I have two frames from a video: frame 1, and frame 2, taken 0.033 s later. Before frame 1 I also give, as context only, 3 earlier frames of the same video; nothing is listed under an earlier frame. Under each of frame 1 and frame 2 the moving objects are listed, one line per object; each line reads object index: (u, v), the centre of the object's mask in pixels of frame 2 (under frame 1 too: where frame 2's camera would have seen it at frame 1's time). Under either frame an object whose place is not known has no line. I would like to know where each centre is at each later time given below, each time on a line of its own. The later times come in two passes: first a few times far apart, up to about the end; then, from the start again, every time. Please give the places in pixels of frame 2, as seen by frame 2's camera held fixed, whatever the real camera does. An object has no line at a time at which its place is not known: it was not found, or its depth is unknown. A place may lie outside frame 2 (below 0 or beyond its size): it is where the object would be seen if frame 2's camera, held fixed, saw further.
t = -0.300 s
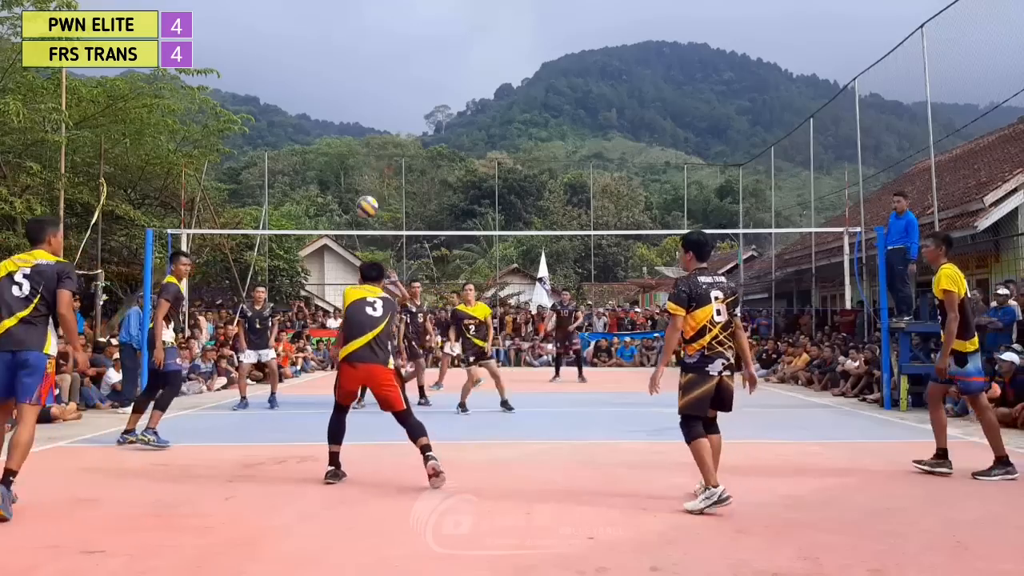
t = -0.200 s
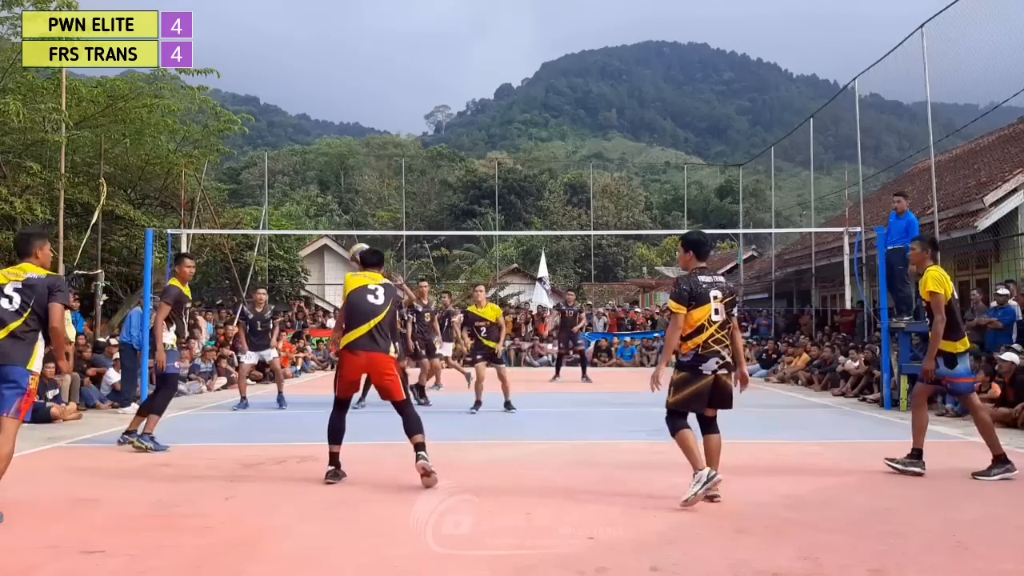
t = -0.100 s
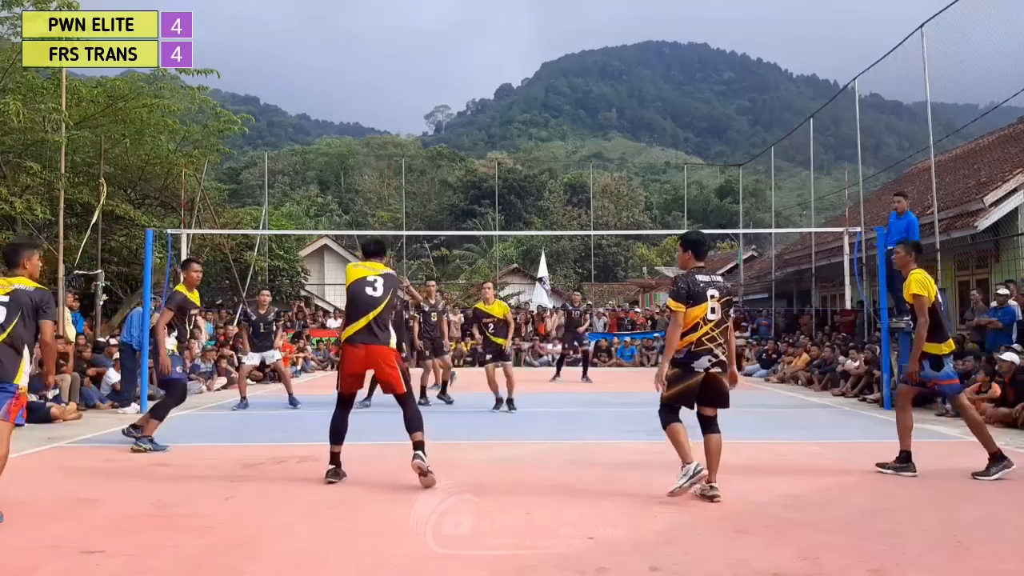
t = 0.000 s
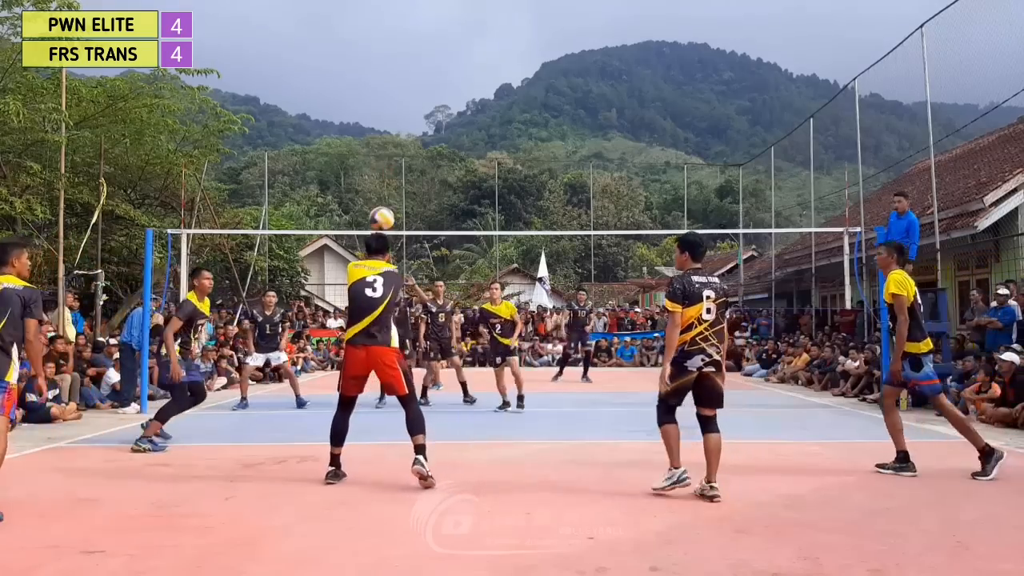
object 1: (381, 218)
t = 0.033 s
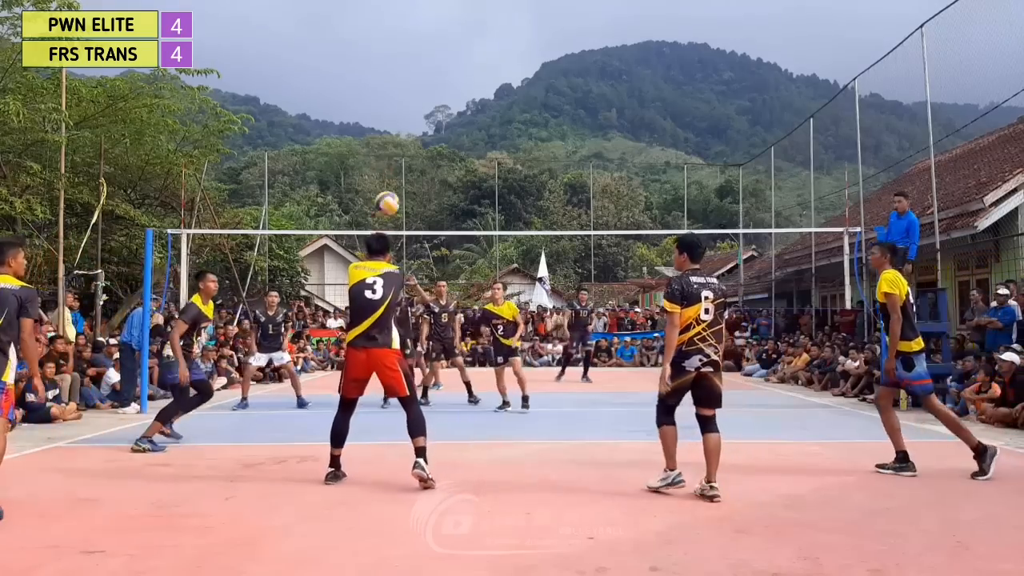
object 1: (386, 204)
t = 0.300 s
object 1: (424, 134)
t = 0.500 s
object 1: (443, 133)
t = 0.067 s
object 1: (392, 190)
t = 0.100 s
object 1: (396, 178)
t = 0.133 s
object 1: (402, 167)
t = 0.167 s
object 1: (407, 157)
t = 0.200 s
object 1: (411, 149)
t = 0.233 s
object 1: (415, 143)
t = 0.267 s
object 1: (420, 138)
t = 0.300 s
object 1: (424, 134)
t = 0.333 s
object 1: (428, 132)
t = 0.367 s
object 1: (431, 131)
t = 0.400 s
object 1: (434, 130)
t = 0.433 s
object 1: (437, 130)
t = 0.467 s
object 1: (441, 131)
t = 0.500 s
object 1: (443, 133)
